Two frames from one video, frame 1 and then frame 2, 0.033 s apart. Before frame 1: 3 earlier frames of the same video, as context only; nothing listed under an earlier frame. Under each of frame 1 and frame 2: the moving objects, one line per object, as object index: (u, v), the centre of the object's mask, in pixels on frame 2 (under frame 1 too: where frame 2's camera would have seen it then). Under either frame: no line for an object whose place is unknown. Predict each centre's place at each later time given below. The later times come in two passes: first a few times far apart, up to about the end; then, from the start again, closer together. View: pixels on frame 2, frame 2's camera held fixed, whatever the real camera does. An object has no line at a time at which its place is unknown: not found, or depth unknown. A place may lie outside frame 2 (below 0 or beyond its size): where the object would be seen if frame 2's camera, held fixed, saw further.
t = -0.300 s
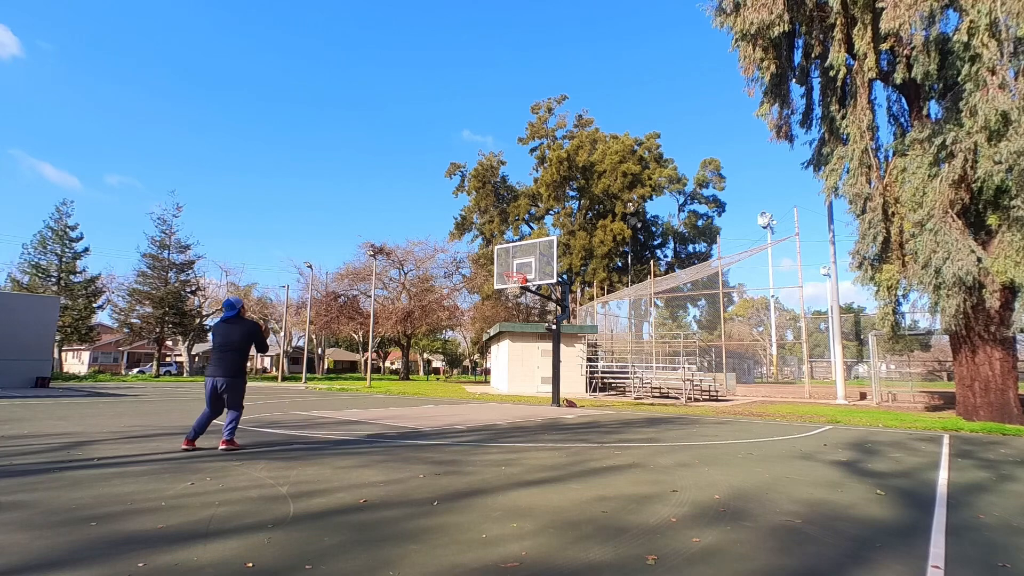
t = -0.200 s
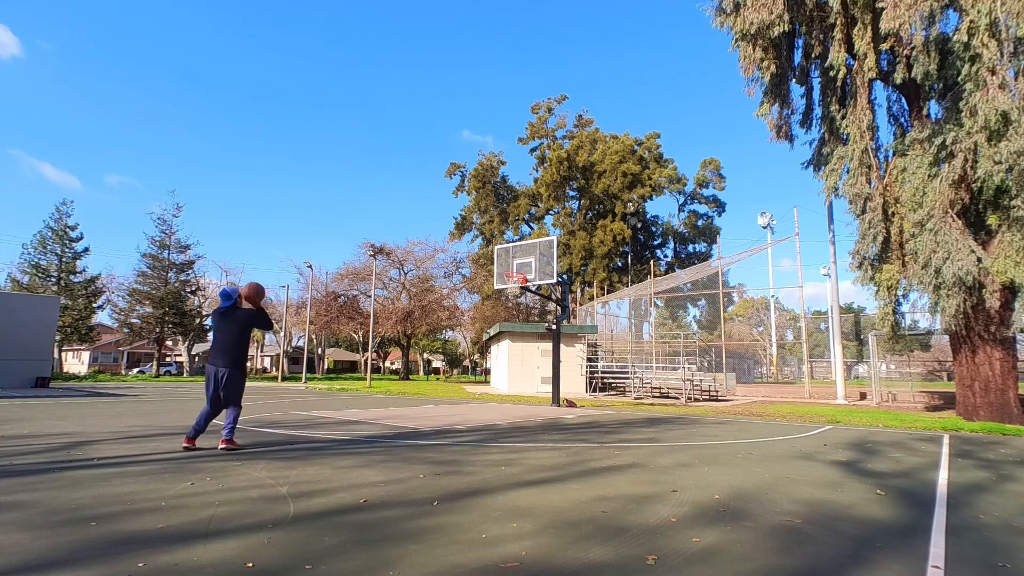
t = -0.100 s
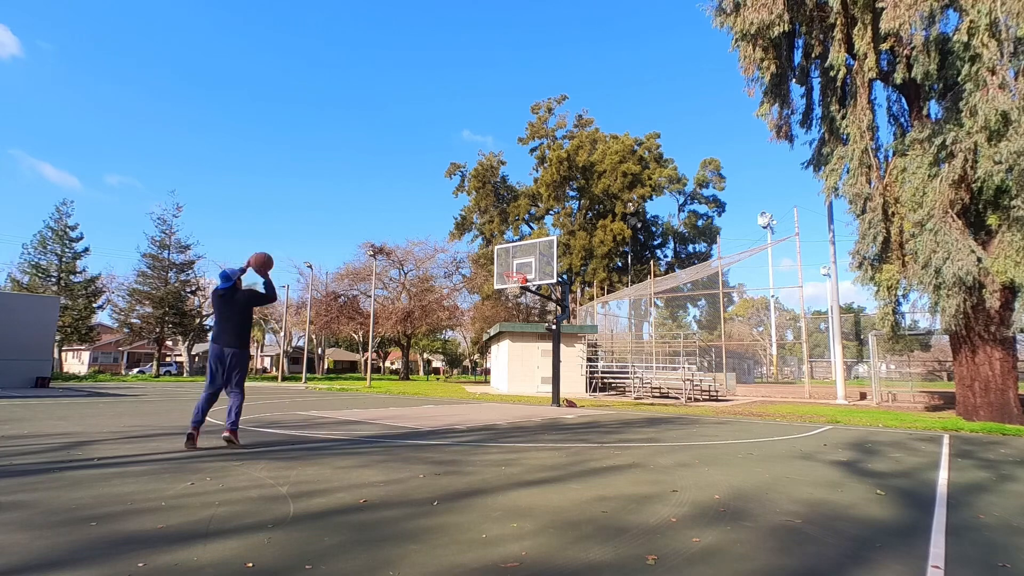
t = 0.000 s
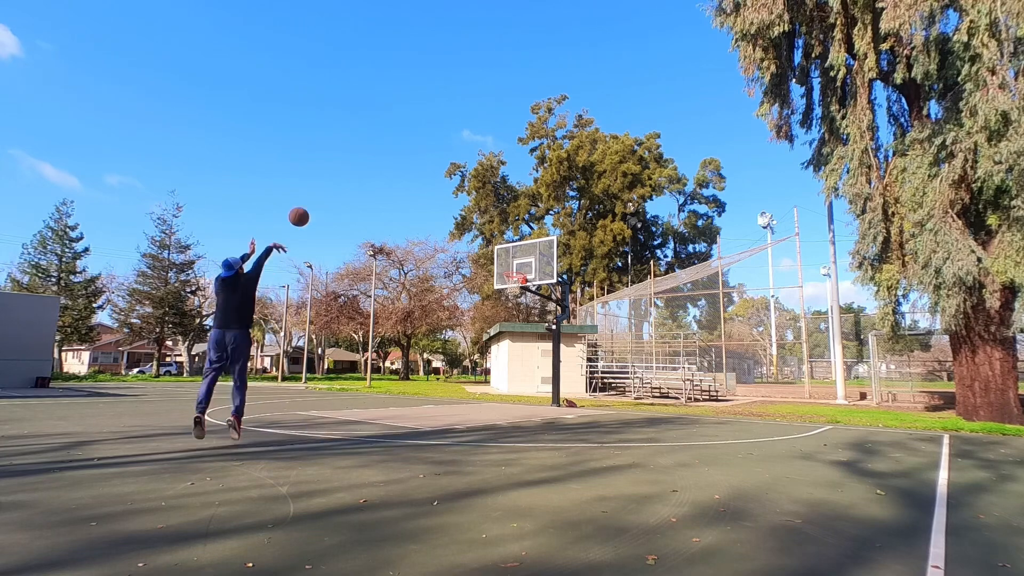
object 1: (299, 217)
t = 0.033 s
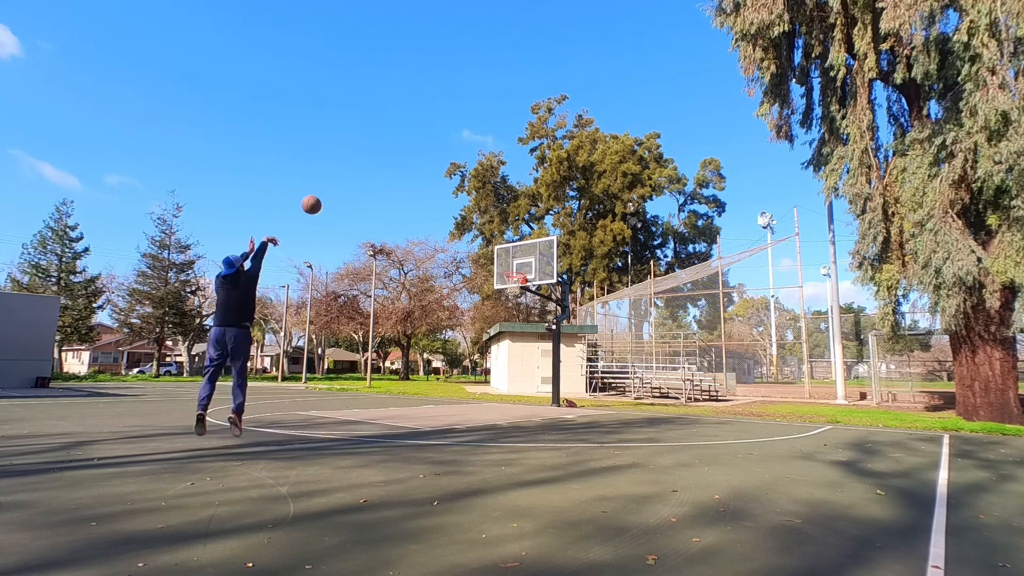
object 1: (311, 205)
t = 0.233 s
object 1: (373, 161)
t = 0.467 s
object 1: (424, 151)
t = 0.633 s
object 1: (452, 161)
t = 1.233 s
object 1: (516, 276)
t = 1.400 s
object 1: (506, 279)
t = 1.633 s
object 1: (513, 282)
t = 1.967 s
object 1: (520, 315)
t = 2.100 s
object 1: (523, 339)
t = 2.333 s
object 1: (528, 398)
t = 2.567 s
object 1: (534, 363)
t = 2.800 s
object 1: (540, 340)
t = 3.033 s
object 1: (545, 339)
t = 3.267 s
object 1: (549, 358)
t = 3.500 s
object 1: (544, 385)
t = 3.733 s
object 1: (538, 384)
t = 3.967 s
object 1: (532, 369)
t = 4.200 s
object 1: (526, 375)
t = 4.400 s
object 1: (520, 399)
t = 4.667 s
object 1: (512, 381)
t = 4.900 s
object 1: (505, 382)
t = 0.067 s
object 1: (323, 194)
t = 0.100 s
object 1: (334, 185)
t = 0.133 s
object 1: (345, 178)
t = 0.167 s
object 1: (355, 171)
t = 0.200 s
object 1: (364, 165)
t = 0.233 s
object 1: (373, 161)
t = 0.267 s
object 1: (381, 157)
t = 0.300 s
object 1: (389, 154)
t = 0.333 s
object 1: (397, 152)
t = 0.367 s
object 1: (404, 151)
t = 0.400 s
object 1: (411, 150)
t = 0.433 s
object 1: (418, 150)
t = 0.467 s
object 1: (424, 151)
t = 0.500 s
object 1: (431, 152)
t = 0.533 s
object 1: (436, 153)
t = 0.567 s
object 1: (442, 156)
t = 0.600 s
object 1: (447, 158)
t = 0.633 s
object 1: (452, 161)
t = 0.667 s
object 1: (457, 165)
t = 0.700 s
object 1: (462, 169)
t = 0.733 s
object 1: (467, 173)
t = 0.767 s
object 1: (471, 178)
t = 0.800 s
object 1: (475, 183)
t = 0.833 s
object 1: (479, 188)
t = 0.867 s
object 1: (483, 194)
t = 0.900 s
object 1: (487, 200)
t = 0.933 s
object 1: (490, 207)
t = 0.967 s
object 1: (494, 213)
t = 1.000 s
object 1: (498, 220)
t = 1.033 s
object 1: (502, 228)
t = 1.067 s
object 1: (505, 235)
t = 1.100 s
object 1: (508, 244)
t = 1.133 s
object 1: (512, 252)
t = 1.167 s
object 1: (515, 261)
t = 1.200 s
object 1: (518, 269)
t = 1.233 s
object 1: (516, 276)
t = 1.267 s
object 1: (513, 277)
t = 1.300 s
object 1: (508, 279)
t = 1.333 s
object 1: (506, 279)
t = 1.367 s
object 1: (505, 280)
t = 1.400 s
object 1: (506, 279)
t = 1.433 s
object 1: (505, 279)
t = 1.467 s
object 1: (506, 278)
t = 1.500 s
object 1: (507, 278)
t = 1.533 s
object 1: (508, 278)
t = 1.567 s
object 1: (509, 279)
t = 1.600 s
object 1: (511, 281)
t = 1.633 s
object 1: (513, 282)
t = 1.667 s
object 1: (514, 284)
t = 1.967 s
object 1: (520, 315)
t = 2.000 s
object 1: (521, 320)
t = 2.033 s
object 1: (521, 326)
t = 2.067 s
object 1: (521, 332)
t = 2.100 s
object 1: (523, 339)
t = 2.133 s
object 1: (524, 346)
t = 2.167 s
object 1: (524, 354)
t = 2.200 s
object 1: (525, 362)
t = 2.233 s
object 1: (526, 370)
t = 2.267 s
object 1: (526, 379)
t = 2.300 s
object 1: (527, 388)
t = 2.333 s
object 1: (528, 398)
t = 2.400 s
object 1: (529, 393)
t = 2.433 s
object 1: (530, 386)
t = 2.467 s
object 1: (531, 380)
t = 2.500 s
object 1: (532, 374)
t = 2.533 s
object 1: (533, 368)
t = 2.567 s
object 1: (534, 363)
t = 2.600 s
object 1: (535, 358)
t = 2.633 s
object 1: (536, 354)
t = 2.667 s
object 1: (537, 350)
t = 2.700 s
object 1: (538, 347)
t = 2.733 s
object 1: (538, 344)
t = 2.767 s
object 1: (539, 342)
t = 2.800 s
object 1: (540, 340)
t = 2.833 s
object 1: (540, 338)
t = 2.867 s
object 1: (541, 337)
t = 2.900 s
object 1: (542, 337)
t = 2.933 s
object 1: (542, 337)
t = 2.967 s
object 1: (543, 337)
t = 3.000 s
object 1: (544, 338)
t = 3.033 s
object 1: (545, 339)
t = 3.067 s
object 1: (546, 341)
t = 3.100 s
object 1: (547, 343)
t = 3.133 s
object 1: (548, 346)
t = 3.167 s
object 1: (548, 349)
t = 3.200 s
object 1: (549, 352)
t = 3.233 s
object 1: (549, 355)
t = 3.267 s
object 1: (549, 358)
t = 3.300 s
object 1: (548, 360)
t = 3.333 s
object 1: (548, 363)
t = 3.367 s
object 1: (547, 367)
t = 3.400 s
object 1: (546, 371)
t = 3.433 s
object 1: (545, 375)
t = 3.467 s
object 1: (545, 380)
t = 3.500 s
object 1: (544, 385)
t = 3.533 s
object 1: (543, 390)
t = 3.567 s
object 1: (542, 397)
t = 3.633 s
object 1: (541, 398)
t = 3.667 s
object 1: (540, 393)
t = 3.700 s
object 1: (539, 388)
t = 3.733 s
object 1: (538, 384)
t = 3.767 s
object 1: (538, 381)
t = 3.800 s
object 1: (537, 378)
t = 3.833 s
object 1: (536, 375)
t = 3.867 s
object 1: (535, 373)
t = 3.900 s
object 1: (534, 371)
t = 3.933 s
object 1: (533, 370)
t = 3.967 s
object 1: (532, 369)
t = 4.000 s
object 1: (531, 368)
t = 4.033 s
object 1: (530, 368)
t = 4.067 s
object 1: (530, 369)
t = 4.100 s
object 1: (529, 370)
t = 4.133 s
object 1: (528, 371)
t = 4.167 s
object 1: (527, 373)
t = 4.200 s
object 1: (526, 375)
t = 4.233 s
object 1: (525, 378)
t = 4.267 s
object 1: (524, 381)
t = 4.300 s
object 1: (523, 385)
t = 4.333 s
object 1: (522, 389)
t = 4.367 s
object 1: (521, 394)
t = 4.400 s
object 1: (520, 399)
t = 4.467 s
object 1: (518, 398)
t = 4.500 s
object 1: (517, 394)
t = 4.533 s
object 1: (516, 391)
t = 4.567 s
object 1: (515, 388)
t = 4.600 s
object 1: (514, 385)
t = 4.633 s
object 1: (513, 383)
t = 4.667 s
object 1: (512, 381)
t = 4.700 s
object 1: (511, 380)
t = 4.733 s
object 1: (510, 379)
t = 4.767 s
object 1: (509, 378)
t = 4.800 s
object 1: (508, 379)
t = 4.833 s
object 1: (507, 379)
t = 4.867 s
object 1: (506, 380)
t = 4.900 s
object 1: (505, 382)
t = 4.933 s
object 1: (504, 384)
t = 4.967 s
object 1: (503, 386)
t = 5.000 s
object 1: (502, 389)
